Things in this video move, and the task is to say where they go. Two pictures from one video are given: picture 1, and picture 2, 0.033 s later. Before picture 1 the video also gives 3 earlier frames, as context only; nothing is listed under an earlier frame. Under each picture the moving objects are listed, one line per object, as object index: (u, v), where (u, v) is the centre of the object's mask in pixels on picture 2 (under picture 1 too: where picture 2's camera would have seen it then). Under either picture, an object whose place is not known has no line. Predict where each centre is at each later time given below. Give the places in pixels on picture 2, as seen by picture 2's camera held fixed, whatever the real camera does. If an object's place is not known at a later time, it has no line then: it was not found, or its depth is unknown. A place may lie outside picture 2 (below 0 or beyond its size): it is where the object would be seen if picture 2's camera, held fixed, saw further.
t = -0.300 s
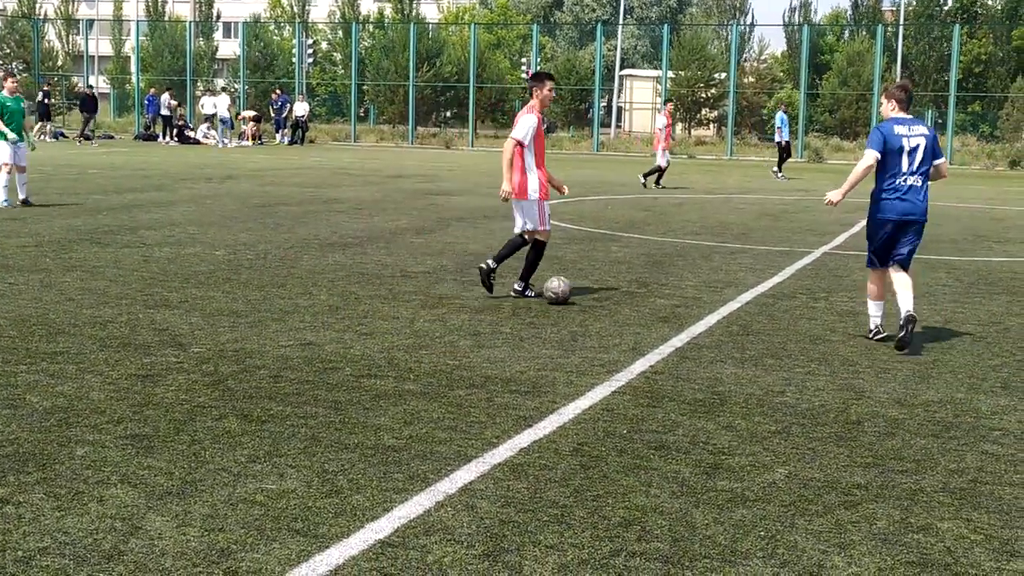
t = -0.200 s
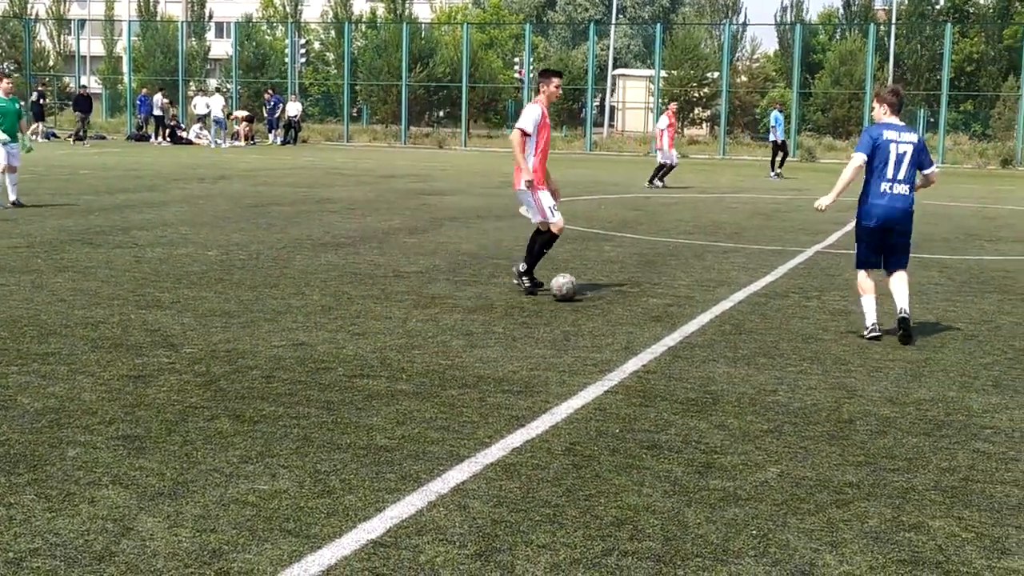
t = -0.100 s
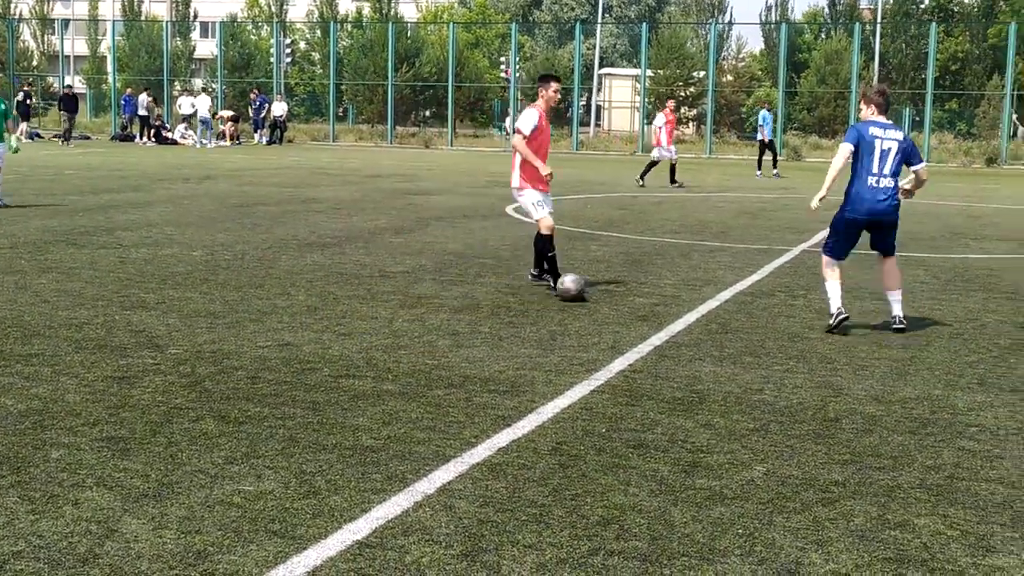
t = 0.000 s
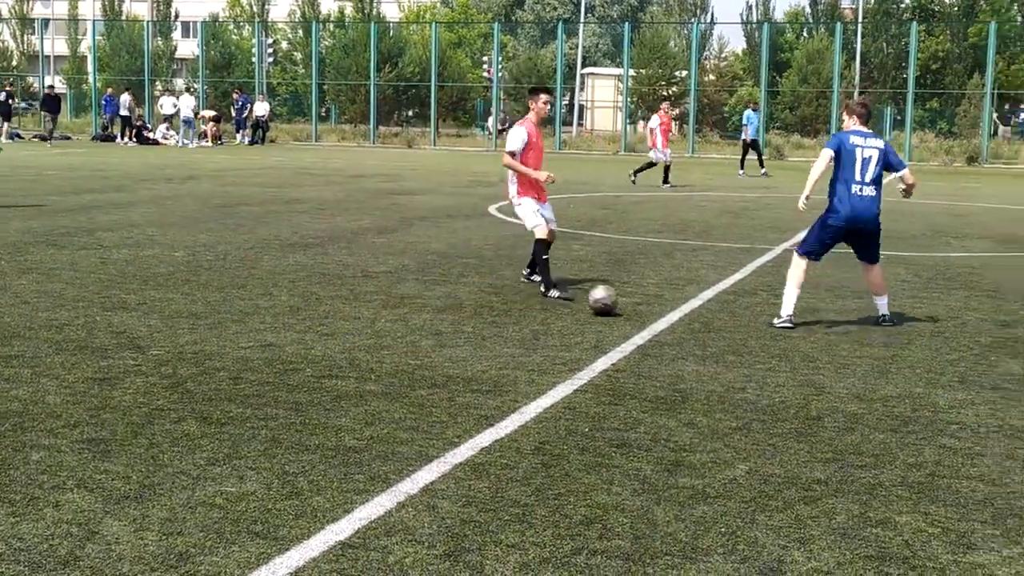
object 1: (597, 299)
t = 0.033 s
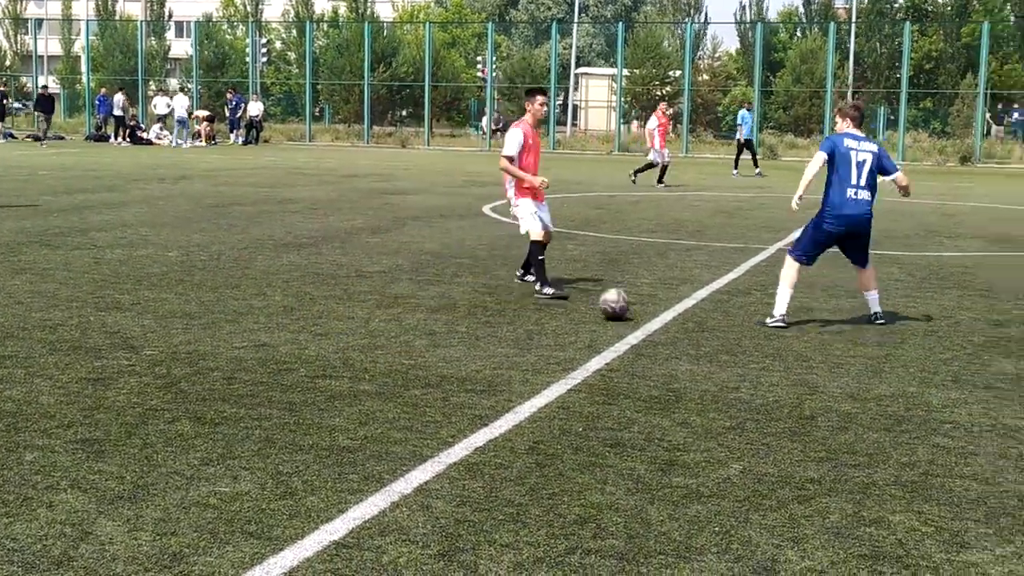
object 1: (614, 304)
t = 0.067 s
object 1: (631, 310)
